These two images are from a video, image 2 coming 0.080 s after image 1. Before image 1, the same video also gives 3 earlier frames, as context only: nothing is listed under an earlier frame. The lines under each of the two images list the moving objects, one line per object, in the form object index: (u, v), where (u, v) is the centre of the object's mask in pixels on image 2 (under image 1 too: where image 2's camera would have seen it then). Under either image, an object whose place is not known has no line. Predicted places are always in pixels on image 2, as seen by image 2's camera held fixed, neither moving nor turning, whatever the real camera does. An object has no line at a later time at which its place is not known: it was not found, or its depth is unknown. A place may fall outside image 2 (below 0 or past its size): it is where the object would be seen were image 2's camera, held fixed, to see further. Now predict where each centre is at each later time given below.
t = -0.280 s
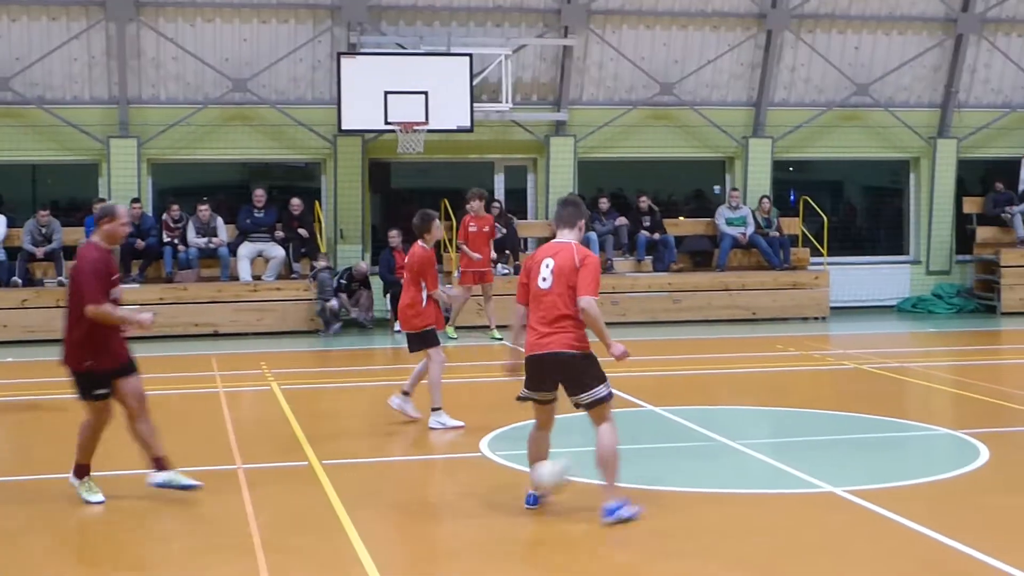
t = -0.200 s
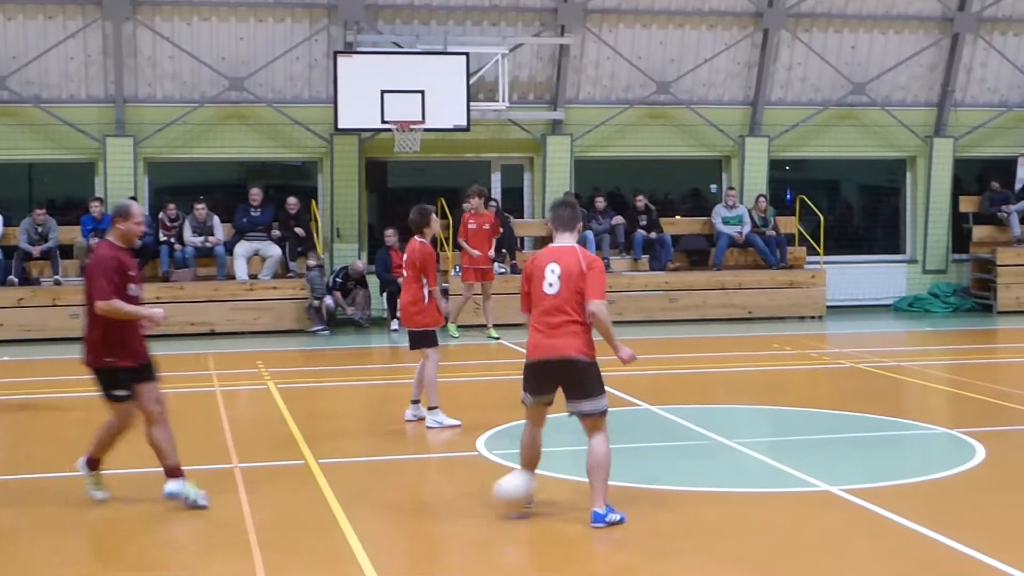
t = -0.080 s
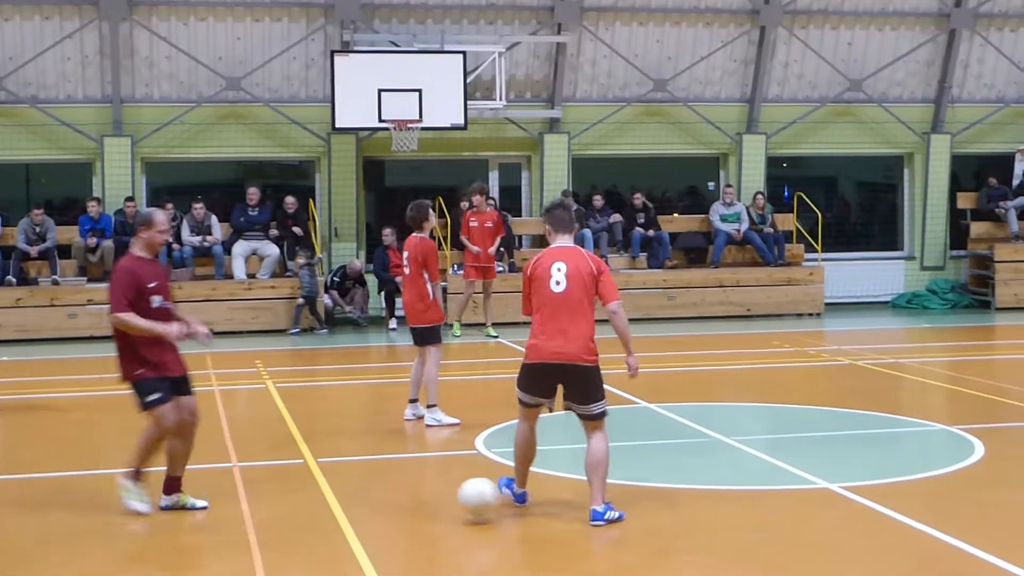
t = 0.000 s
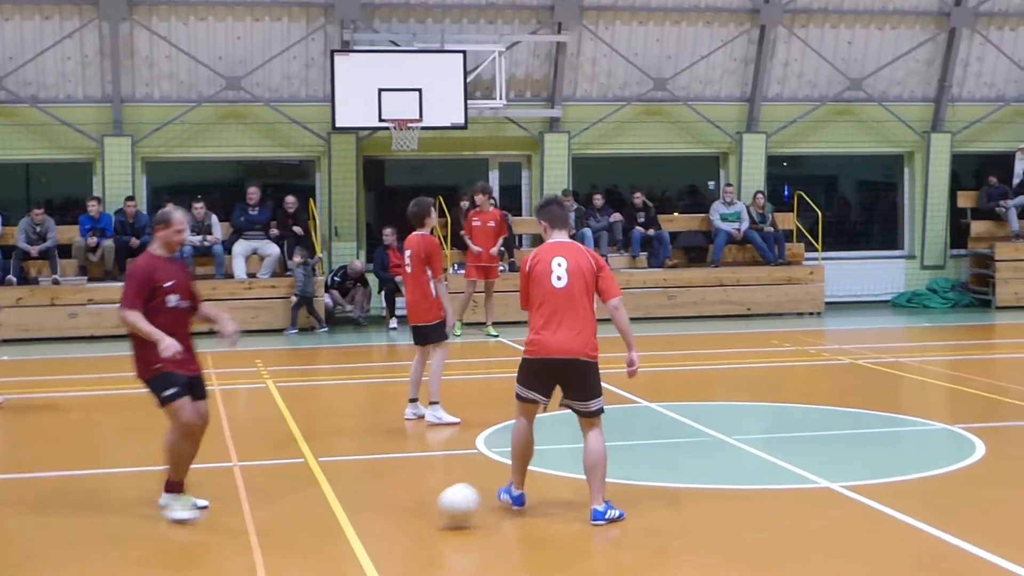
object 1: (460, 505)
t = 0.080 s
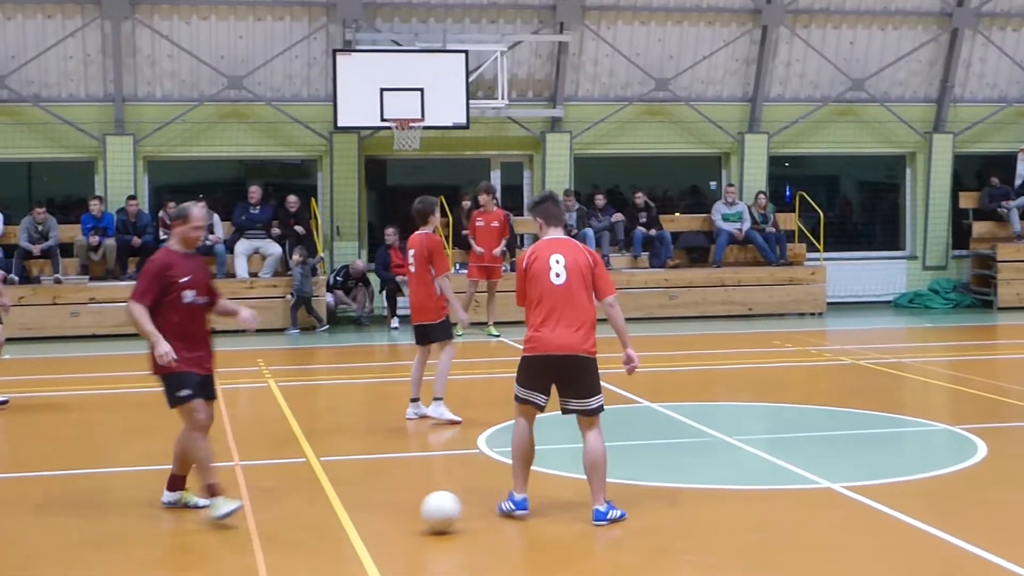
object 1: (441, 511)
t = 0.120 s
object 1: (432, 514)
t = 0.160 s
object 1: (421, 521)
